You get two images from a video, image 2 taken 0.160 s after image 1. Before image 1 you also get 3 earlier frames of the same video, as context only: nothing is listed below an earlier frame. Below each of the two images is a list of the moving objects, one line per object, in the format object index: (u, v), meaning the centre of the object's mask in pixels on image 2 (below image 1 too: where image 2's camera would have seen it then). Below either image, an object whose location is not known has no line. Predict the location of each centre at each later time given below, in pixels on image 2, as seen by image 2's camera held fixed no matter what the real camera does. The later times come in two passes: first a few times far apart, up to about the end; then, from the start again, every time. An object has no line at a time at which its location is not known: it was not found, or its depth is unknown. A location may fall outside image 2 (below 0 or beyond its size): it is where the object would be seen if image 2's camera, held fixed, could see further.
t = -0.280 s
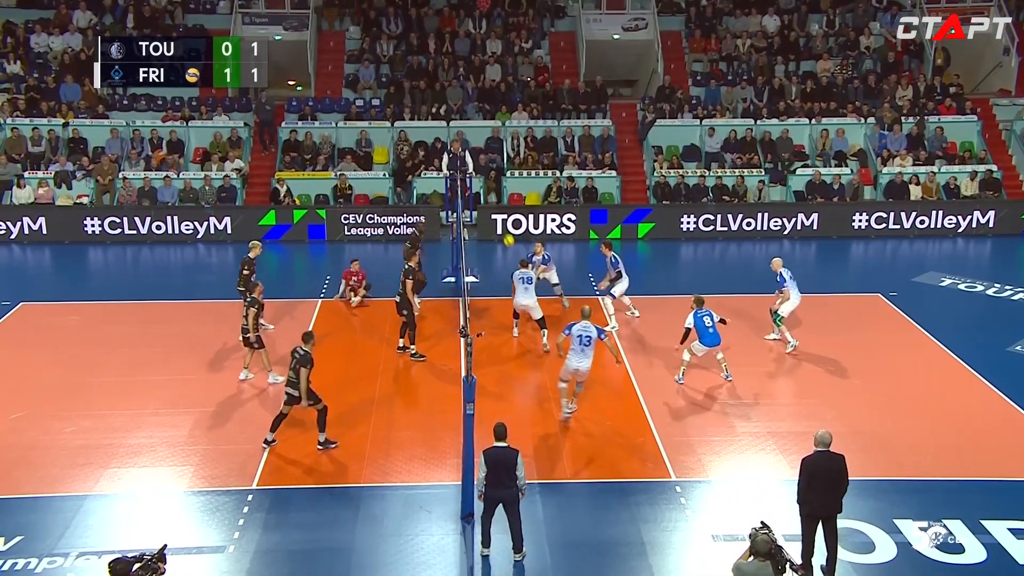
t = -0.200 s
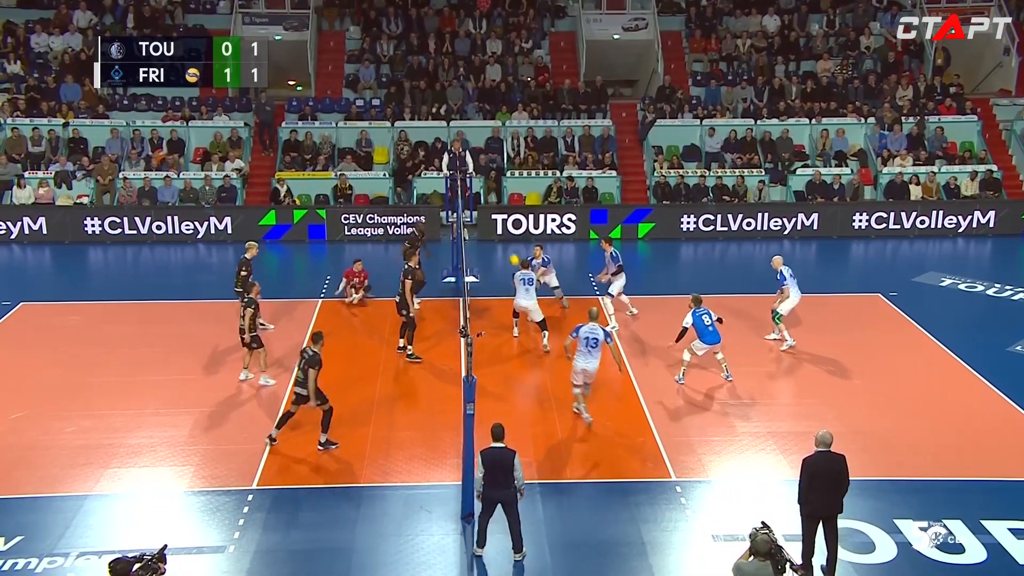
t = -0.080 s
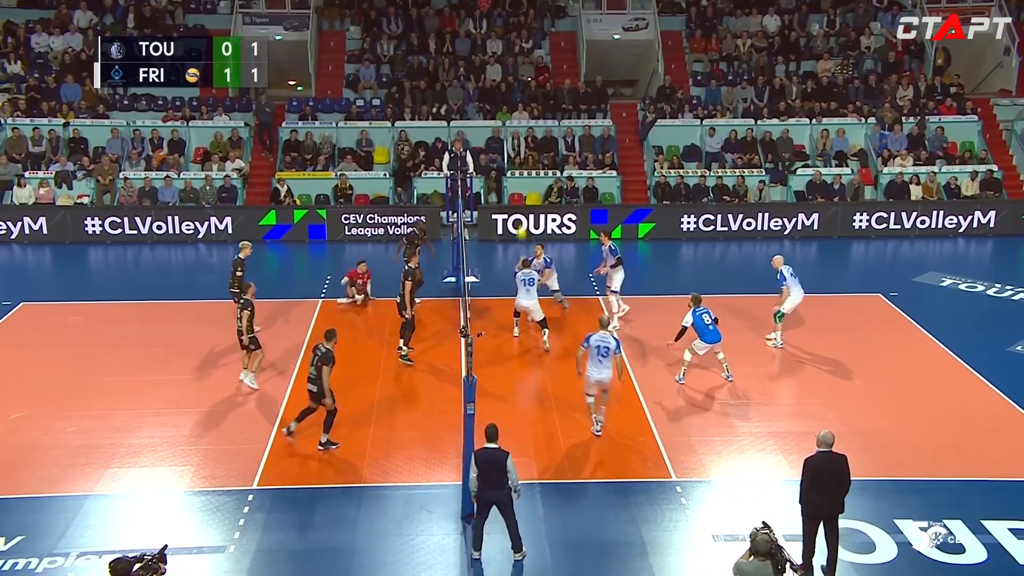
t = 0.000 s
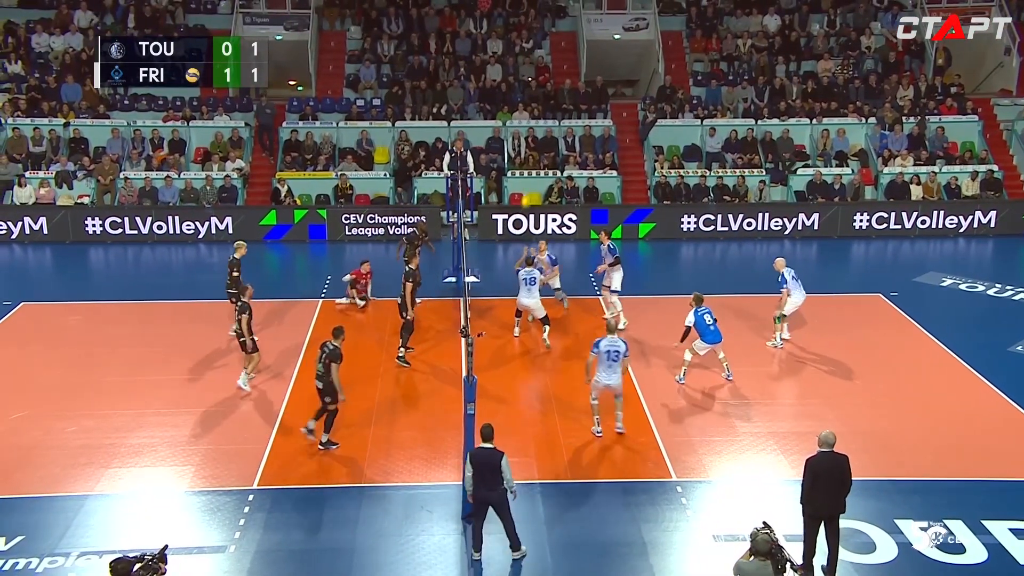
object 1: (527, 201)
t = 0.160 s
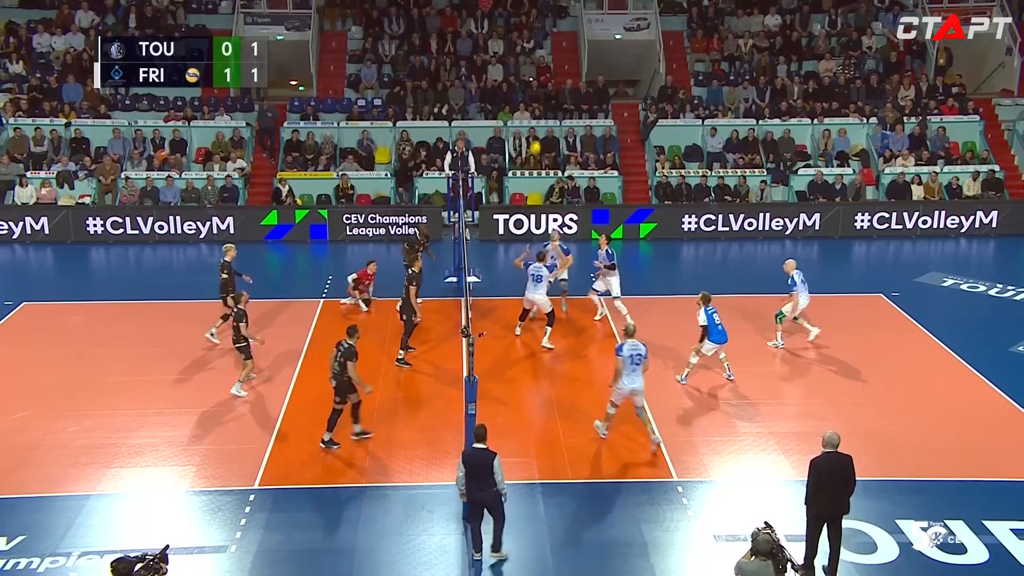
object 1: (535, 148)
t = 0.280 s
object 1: (541, 116)
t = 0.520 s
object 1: (553, 77)
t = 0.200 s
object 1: (537, 137)
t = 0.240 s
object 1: (540, 126)
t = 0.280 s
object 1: (541, 116)
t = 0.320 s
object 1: (543, 108)
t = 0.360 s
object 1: (545, 100)
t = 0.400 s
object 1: (547, 93)
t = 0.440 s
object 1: (549, 87)
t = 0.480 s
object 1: (551, 82)
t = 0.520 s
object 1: (553, 77)
